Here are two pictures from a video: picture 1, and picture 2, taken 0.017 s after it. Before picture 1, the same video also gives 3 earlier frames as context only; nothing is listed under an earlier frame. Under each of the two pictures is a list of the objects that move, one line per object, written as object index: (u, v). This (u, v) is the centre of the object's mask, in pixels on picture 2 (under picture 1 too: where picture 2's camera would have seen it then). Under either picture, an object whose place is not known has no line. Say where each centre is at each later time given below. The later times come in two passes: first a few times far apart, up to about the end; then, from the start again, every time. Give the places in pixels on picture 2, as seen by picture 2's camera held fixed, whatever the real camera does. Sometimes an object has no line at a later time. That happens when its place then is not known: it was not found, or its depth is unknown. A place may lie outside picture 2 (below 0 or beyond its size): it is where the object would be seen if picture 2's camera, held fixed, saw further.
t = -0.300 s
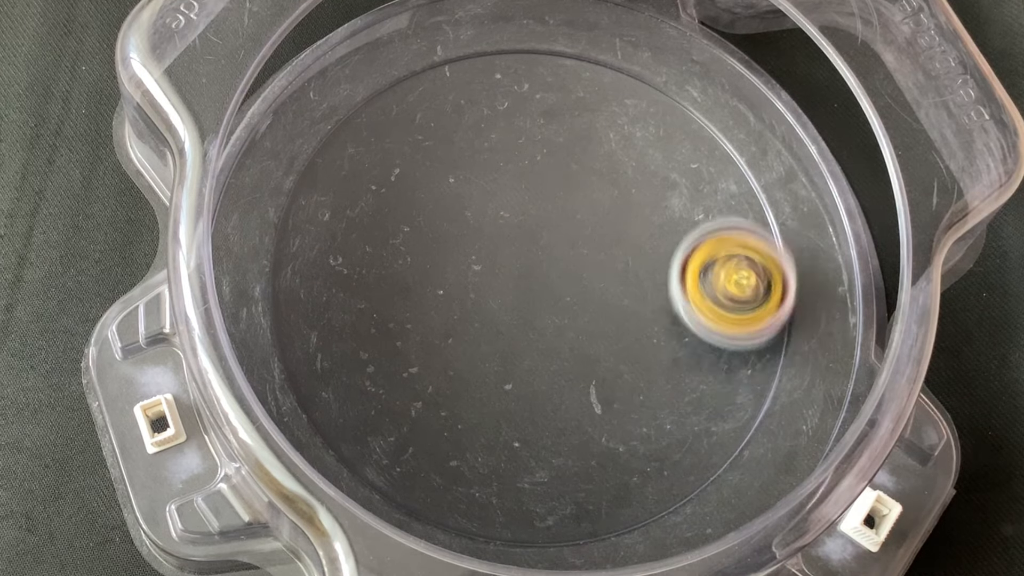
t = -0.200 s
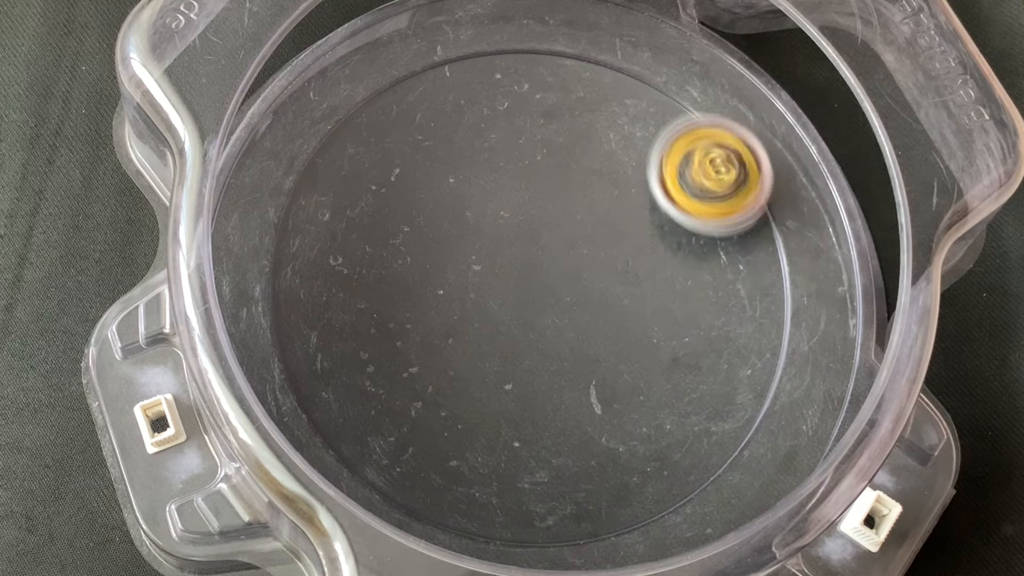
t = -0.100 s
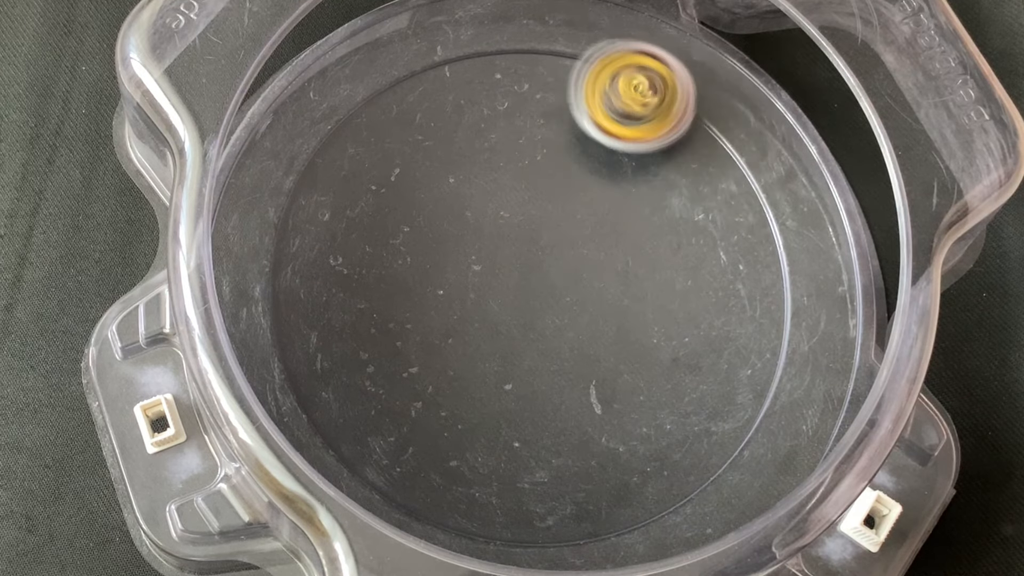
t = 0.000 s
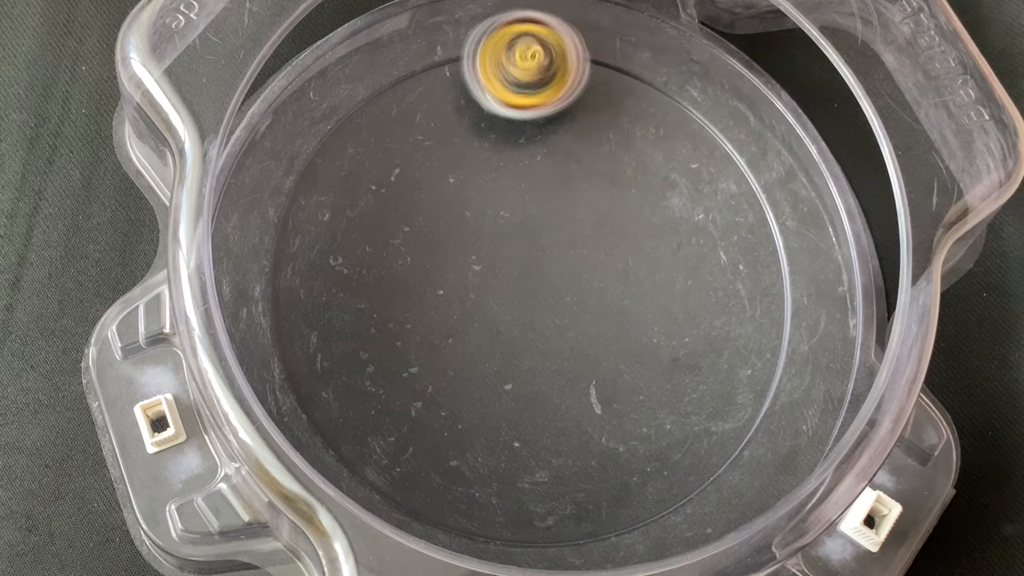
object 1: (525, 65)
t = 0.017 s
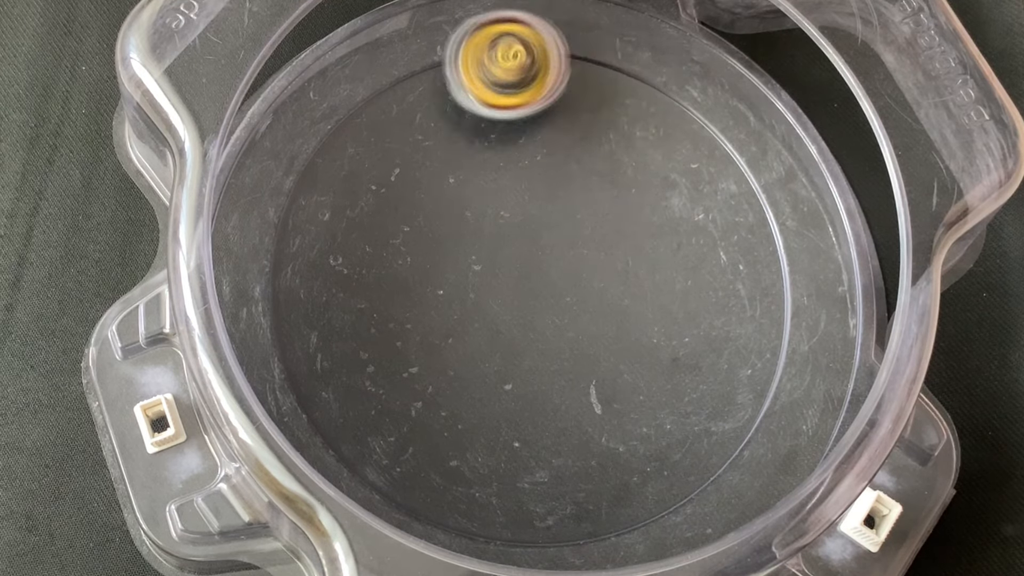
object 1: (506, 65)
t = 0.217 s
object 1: (337, 192)
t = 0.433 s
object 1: (424, 420)
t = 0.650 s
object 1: (674, 412)
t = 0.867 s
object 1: (732, 200)
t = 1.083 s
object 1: (531, 95)
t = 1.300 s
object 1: (362, 239)
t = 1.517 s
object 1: (458, 443)
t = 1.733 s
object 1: (683, 413)
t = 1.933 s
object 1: (698, 216)
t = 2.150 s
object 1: (496, 130)
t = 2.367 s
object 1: (348, 271)
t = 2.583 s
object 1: (462, 447)
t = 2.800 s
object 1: (658, 374)
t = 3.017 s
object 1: (627, 177)
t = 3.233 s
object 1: (433, 139)
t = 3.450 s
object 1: (354, 303)
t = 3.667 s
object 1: (521, 414)
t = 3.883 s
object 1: (667, 295)
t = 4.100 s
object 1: (588, 138)
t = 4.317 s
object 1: (428, 168)
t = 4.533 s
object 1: (422, 329)
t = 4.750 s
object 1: (564, 381)
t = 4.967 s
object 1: (643, 296)
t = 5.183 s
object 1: (584, 209)
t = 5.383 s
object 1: (491, 226)
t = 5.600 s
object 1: (474, 315)
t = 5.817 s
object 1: (556, 349)
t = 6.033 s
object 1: (590, 272)
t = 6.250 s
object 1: (512, 231)
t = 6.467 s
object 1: (463, 288)
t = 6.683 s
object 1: (526, 327)
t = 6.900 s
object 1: (555, 265)
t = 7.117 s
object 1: (509, 247)
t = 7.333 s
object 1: (501, 264)
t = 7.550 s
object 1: (506, 273)
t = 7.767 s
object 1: (508, 270)
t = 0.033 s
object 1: (488, 66)
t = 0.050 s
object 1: (469, 70)
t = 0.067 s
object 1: (451, 75)
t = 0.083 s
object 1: (434, 82)
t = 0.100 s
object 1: (418, 91)
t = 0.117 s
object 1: (402, 102)
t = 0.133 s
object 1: (388, 114)
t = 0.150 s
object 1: (374, 127)
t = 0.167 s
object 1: (363, 141)
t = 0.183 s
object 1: (352, 157)
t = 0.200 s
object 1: (344, 174)
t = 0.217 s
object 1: (337, 192)
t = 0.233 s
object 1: (332, 210)
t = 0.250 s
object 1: (329, 229)
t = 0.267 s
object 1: (328, 248)
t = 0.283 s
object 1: (329, 268)
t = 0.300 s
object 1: (331, 288)
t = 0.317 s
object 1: (336, 307)
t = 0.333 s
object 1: (343, 327)
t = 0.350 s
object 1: (352, 345)
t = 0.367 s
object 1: (363, 362)
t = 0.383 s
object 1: (376, 378)
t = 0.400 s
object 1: (391, 394)
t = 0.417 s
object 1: (407, 407)
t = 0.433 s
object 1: (424, 420)
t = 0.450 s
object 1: (443, 430)
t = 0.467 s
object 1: (462, 439)
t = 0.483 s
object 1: (482, 445)
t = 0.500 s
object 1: (502, 450)
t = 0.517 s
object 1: (523, 453)
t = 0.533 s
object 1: (543, 454)
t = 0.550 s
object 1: (564, 454)
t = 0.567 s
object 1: (584, 451)
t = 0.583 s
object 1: (603, 446)
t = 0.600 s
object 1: (622, 440)
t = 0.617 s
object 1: (640, 432)
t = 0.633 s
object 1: (658, 423)
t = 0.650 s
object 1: (674, 412)
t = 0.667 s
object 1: (689, 400)
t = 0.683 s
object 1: (703, 387)
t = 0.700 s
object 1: (715, 372)
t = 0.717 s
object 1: (725, 357)
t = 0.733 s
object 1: (734, 340)
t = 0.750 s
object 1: (741, 323)
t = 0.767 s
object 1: (745, 305)
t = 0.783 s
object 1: (748, 288)
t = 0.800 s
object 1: (749, 270)
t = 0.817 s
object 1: (748, 252)
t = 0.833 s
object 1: (744, 234)
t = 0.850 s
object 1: (739, 217)
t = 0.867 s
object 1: (732, 200)
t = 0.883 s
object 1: (723, 184)
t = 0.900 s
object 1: (713, 169)
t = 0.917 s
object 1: (701, 155)
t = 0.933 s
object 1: (688, 142)
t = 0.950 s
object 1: (673, 131)
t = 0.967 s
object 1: (658, 121)
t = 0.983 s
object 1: (642, 113)
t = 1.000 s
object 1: (624, 106)
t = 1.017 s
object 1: (606, 101)
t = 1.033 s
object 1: (588, 97)
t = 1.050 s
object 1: (569, 95)
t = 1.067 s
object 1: (550, 94)
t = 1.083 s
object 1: (531, 95)
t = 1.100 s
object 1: (513, 98)
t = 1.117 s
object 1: (494, 102)
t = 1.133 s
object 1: (476, 108)
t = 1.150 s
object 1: (459, 116)
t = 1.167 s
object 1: (443, 125)
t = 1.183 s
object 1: (429, 135)
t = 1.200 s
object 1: (415, 147)
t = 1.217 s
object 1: (402, 161)
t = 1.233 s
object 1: (391, 175)
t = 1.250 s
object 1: (381, 190)
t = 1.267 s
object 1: (373, 206)
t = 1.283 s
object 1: (367, 222)
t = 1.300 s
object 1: (362, 239)
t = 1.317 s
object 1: (359, 257)
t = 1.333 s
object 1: (357, 275)
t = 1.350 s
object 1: (358, 293)
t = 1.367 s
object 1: (360, 311)
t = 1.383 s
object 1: (364, 329)
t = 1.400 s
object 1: (370, 347)
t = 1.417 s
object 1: (378, 364)
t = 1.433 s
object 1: (388, 380)
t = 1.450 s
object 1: (399, 395)
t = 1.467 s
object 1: (412, 409)
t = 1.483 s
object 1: (426, 422)
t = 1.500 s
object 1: (442, 433)
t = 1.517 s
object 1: (458, 443)
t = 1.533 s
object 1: (476, 451)
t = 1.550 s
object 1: (494, 458)
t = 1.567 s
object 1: (512, 462)
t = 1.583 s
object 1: (531, 465)
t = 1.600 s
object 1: (550, 466)
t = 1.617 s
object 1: (568, 466)
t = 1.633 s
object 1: (587, 464)
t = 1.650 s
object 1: (605, 459)
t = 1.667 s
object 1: (622, 453)
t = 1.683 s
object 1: (639, 446)
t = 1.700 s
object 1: (655, 436)
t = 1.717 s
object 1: (670, 425)
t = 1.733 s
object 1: (683, 413)
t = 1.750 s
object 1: (695, 399)
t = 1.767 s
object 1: (705, 384)
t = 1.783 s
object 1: (713, 369)
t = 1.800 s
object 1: (719, 352)
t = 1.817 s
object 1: (723, 335)
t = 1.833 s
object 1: (726, 317)
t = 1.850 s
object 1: (726, 299)
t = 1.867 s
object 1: (725, 281)
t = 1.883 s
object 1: (721, 264)
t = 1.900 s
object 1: (716, 247)
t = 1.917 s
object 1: (708, 231)
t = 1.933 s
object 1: (698, 216)
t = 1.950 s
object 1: (687, 201)
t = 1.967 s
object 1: (675, 188)
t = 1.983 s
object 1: (662, 176)
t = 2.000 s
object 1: (648, 166)
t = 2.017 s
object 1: (632, 156)
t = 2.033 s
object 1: (616, 148)
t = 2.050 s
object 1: (600, 141)
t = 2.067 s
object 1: (583, 135)
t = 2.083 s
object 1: (565, 131)
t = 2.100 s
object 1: (548, 129)
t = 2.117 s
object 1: (531, 128)
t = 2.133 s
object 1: (513, 128)
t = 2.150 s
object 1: (496, 130)
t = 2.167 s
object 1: (479, 134)
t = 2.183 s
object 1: (462, 139)
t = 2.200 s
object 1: (446, 145)
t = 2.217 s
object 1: (431, 153)
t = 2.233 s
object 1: (417, 162)
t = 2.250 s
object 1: (404, 172)
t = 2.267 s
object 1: (392, 183)
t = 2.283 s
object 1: (381, 195)
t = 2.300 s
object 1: (372, 209)
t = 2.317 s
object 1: (364, 223)
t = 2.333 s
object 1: (357, 239)
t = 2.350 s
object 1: (351, 255)
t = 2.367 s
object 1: (348, 271)
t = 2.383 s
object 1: (346, 288)
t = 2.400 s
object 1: (346, 304)
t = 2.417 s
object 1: (348, 321)
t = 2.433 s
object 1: (352, 338)
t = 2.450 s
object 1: (358, 355)
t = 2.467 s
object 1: (365, 370)
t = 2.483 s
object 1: (375, 386)
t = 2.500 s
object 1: (386, 400)
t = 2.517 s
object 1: (399, 412)
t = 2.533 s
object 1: (413, 424)
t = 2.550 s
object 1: (428, 434)
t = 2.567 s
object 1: (445, 441)
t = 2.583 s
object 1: (462, 447)
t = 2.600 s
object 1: (480, 452)
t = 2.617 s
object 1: (497, 454)
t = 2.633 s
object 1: (515, 455)
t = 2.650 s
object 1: (533, 454)
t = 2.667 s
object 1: (550, 451)
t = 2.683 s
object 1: (567, 447)
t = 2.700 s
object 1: (583, 441)
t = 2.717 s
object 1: (599, 434)
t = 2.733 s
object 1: (613, 424)
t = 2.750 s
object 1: (627, 413)
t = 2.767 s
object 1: (638, 401)
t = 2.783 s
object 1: (649, 388)
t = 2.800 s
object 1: (658, 374)
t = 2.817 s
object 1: (666, 359)
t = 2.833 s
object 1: (672, 343)
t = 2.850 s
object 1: (676, 327)
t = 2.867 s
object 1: (679, 310)
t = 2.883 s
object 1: (680, 294)
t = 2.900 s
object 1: (679, 277)
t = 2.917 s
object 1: (676, 260)
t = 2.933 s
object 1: (671, 245)
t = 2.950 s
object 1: (665, 229)
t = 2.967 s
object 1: (657, 215)
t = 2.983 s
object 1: (648, 201)
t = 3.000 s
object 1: (638, 188)
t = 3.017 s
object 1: (627, 177)
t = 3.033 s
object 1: (615, 166)
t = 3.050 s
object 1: (602, 156)
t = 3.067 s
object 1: (587, 147)
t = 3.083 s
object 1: (573, 140)
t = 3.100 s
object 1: (558, 134)
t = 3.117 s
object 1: (542, 129)
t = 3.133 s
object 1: (526, 126)
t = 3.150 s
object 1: (510, 124)
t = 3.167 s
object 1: (494, 124)
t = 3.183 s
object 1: (478, 126)
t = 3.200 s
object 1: (462, 129)
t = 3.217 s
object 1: (448, 133)
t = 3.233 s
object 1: (433, 139)
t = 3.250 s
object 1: (420, 146)
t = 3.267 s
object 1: (408, 154)
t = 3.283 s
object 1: (396, 163)
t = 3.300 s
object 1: (385, 174)
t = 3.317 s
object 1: (376, 186)
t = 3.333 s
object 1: (368, 198)
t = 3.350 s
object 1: (361, 211)
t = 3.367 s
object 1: (355, 226)
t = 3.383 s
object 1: (352, 240)
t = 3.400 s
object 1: (350, 256)
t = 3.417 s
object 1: (349, 271)
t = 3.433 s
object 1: (351, 287)
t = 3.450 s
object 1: (354, 303)
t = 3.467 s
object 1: (359, 318)
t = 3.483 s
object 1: (366, 332)
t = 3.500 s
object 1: (375, 346)
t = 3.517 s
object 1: (385, 359)
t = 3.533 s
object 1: (397, 371)
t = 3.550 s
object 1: (410, 382)
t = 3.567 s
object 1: (424, 391)
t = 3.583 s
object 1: (439, 399)
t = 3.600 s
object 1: (455, 405)
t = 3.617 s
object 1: (471, 410)
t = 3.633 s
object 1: (488, 413)
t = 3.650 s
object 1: (504, 414)
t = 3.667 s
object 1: (521, 414)
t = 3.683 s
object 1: (537, 412)
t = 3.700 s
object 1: (553, 409)
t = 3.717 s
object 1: (569, 404)
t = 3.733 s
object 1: (583, 398)
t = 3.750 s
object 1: (596, 391)
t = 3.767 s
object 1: (608, 383)
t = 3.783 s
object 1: (620, 373)
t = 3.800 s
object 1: (631, 362)
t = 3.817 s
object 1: (640, 350)
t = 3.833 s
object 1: (649, 337)
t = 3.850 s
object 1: (657, 323)
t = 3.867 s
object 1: (663, 309)
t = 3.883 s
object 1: (667, 295)
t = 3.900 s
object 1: (670, 280)
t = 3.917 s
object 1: (670, 265)
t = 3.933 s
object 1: (670, 250)
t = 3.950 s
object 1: (668, 235)
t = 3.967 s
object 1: (664, 222)
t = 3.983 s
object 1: (658, 208)
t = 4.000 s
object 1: (651, 195)
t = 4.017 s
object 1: (643, 183)
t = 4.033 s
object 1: (634, 172)
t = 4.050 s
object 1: (624, 161)
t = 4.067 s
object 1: (613, 152)
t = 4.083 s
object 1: (600, 144)
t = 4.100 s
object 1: (588, 138)
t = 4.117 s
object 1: (575, 132)
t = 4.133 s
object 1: (562, 128)
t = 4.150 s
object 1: (549, 125)
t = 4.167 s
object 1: (535, 124)
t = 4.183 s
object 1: (522, 123)
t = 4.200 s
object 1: (508, 125)
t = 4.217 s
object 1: (495, 127)
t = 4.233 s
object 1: (482, 131)
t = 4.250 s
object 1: (469, 136)
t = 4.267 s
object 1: (458, 143)
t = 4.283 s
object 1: (447, 150)
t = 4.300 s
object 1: (438, 158)
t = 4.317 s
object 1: (428, 168)
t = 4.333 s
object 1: (420, 179)
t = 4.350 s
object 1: (413, 189)
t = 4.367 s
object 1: (407, 202)
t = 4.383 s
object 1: (402, 214)
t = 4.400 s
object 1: (399, 227)
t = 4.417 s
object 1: (397, 240)
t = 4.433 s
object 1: (397, 254)
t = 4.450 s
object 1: (398, 267)
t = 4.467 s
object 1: (400, 280)
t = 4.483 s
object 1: (404, 293)
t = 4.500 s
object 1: (409, 306)
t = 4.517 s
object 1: (415, 317)
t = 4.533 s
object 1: (422, 329)
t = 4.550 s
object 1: (431, 339)
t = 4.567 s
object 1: (441, 348)
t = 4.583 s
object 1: (451, 357)
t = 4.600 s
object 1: (463, 364)
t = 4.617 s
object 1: (475, 370)
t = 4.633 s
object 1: (487, 376)
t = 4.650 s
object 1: (499, 380)
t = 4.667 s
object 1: (511, 383)
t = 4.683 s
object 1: (523, 385)
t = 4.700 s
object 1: (534, 385)
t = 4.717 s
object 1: (544, 385)
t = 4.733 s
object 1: (554, 384)
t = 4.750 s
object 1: (564, 381)
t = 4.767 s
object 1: (574, 378)
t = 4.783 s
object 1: (583, 374)
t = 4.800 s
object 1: (592, 369)
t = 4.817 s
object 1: (600, 364)
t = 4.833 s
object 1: (608, 358)
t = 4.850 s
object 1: (615, 351)
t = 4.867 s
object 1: (622, 344)
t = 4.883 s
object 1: (627, 337)
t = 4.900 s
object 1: (632, 329)
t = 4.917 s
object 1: (636, 321)
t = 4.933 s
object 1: (639, 313)
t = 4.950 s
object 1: (642, 304)
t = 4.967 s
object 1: (643, 296)
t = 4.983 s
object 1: (643, 286)
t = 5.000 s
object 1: (642, 278)
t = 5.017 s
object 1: (641, 270)
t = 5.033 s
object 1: (638, 261)
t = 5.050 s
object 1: (635, 254)
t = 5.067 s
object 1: (631, 246)
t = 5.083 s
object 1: (626, 238)
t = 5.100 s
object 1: (621, 232)
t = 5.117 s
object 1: (614, 225)
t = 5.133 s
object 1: (608, 221)
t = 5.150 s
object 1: (600, 215)
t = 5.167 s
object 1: (592, 212)
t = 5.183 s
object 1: (584, 209)
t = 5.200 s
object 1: (576, 206)
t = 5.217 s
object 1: (568, 204)
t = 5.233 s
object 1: (559, 203)
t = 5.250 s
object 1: (551, 203)
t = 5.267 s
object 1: (542, 203)
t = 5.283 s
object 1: (534, 204)
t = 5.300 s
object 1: (526, 207)
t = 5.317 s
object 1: (518, 209)
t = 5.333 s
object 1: (511, 212)
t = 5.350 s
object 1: (504, 216)
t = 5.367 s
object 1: (497, 221)
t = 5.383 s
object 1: (491, 226)
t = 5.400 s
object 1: (486, 232)
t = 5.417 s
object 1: (481, 238)
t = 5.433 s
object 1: (477, 244)
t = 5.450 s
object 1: (474, 251)
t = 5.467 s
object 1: (471, 258)
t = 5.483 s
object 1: (469, 265)
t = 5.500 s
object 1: (468, 272)
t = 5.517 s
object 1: (467, 280)
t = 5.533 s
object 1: (467, 287)
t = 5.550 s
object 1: (468, 295)
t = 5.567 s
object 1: (469, 301)
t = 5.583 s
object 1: (471, 308)
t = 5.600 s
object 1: (474, 315)
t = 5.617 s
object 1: (478, 321)
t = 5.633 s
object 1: (482, 327)
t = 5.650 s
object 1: (487, 333)
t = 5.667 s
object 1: (493, 338)
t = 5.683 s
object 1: (499, 342)
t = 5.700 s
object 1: (505, 346)
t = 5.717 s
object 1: (512, 349)
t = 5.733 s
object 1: (520, 351)
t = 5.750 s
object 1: (527, 353)
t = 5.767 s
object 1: (535, 353)
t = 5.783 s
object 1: (542, 352)
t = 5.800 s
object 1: (549, 351)
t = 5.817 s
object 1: (556, 349)
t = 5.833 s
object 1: (563, 347)
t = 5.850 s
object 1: (570, 343)
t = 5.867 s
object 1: (575, 338)
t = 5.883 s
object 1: (580, 333)
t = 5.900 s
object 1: (584, 327)
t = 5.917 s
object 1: (588, 321)
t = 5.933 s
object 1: (591, 315)
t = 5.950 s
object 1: (593, 308)
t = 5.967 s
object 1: (594, 301)
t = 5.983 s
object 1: (594, 294)
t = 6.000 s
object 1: (593, 286)
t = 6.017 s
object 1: (592, 280)
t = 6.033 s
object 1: (590, 272)
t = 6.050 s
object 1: (586, 266)
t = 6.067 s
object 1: (583, 260)
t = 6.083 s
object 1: (578, 254)
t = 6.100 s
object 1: (573, 249)
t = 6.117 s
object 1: (567, 244)
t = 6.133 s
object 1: (561, 240)
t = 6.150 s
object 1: (554, 237)
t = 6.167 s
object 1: (548, 234)
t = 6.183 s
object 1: (541, 232)
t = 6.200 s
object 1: (534, 231)
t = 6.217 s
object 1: (526, 230)
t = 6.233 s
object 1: (519, 230)
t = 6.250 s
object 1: (512, 231)
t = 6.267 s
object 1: (506, 232)
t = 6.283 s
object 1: (499, 234)
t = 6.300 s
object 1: (493, 236)
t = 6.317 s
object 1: (487, 240)
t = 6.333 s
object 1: (482, 244)
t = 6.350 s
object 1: (477, 248)
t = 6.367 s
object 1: (473, 253)
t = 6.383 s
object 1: (470, 258)
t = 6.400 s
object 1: (467, 264)
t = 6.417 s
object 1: (465, 270)
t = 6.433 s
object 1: (463, 276)
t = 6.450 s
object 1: (463, 282)
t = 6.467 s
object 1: (463, 288)
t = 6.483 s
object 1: (464, 294)
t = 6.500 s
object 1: (466, 300)
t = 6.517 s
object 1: (469, 305)
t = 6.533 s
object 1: (472, 311)
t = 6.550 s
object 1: (477, 315)
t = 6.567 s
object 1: (481, 319)
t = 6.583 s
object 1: (487, 322)
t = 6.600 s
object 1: (493, 325)
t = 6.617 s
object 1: (500, 328)
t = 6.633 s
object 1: (506, 329)
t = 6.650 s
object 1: (513, 329)
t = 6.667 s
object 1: (520, 328)
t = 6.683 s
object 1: (526, 327)
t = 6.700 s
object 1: (532, 324)
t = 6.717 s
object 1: (538, 322)
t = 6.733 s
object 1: (543, 317)
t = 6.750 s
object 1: (546, 313)
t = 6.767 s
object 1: (550, 308)
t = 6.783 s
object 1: (553, 303)
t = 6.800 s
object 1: (555, 297)
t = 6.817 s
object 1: (558, 291)
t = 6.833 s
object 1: (558, 285)
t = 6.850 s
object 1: (559, 280)
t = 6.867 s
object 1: (558, 275)
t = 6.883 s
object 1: (557, 270)
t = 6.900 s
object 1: (555, 265)
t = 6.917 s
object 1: (553, 261)
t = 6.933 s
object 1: (550, 257)
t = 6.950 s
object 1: (546, 253)
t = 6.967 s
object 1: (542, 250)
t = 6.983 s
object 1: (538, 248)
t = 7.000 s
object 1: (534, 246)
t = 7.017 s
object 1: (529, 244)
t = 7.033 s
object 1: (525, 243)
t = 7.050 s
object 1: (521, 244)
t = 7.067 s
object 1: (517, 244)
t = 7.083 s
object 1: (514, 245)
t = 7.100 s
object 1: (512, 246)
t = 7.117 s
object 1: (509, 247)
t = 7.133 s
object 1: (507, 248)
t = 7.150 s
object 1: (506, 249)
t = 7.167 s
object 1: (504, 250)
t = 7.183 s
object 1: (503, 251)
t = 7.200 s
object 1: (502, 253)
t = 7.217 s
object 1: (501, 254)
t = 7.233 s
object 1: (501, 256)
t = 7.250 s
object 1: (501, 257)
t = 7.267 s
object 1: (500, 258)
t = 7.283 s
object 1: (500, 259)
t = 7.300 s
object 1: (500, 261)
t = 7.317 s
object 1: (500, 263)
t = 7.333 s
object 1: (501, 264)
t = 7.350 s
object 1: (501, 265)
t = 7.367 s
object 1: (501, 266)
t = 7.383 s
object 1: (502, 267)
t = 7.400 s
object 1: (502, 268)
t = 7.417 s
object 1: (503, 269)
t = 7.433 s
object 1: (504, 270)
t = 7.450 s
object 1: (504, 270)
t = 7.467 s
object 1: (504, 271)
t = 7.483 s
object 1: (505, 272)
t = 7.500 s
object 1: (506, 272)
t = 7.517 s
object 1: (506, 272)
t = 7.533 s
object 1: (506, 273)
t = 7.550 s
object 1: (506, 273)
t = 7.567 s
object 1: (506, 274)
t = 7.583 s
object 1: (507, 273)
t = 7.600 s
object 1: (507, 273)
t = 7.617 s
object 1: (506, 273)
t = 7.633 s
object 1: (506, 273)
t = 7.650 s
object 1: (507, 273)
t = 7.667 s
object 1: (507, 273)
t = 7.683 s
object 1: (507, 272)
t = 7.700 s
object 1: (507, 272)
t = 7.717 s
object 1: (507, 272)
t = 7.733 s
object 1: (508, 271)
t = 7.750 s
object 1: (508, 270)
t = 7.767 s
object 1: (508, 270)
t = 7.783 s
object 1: (509, 269)
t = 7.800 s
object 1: (509, 269)
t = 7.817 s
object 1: (510, 268)
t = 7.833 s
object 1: (510, 268)
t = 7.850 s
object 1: (511, 267)
